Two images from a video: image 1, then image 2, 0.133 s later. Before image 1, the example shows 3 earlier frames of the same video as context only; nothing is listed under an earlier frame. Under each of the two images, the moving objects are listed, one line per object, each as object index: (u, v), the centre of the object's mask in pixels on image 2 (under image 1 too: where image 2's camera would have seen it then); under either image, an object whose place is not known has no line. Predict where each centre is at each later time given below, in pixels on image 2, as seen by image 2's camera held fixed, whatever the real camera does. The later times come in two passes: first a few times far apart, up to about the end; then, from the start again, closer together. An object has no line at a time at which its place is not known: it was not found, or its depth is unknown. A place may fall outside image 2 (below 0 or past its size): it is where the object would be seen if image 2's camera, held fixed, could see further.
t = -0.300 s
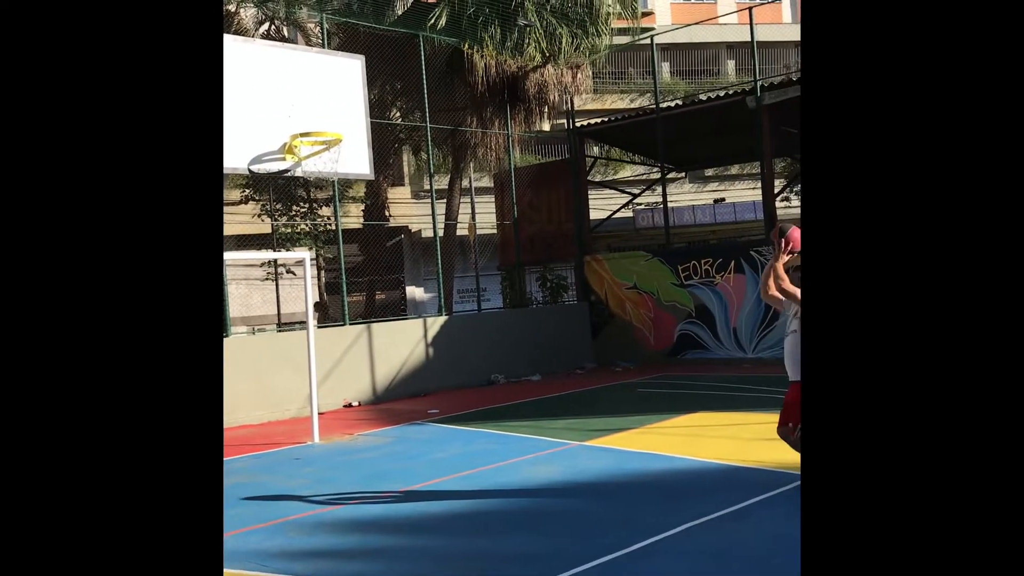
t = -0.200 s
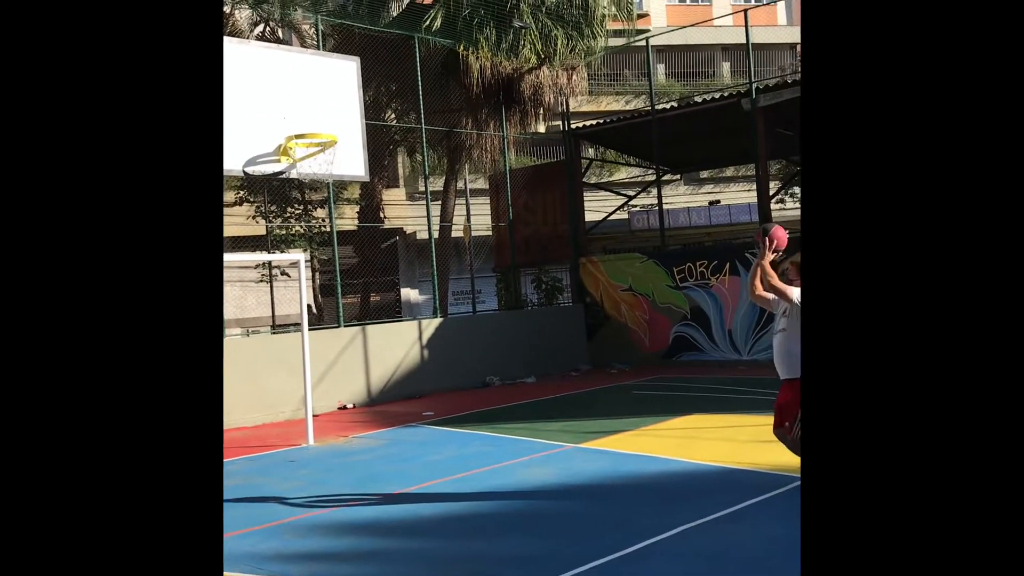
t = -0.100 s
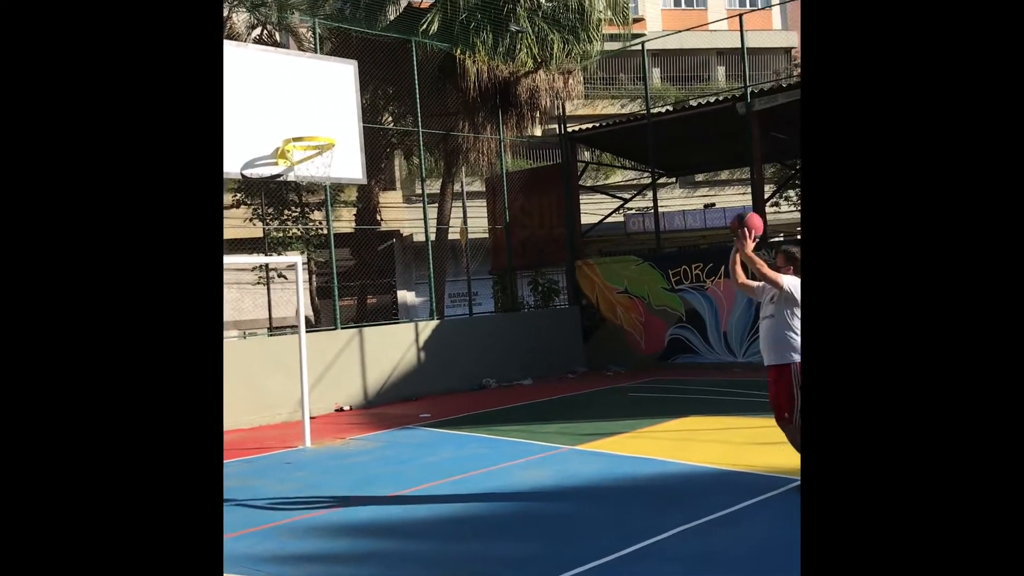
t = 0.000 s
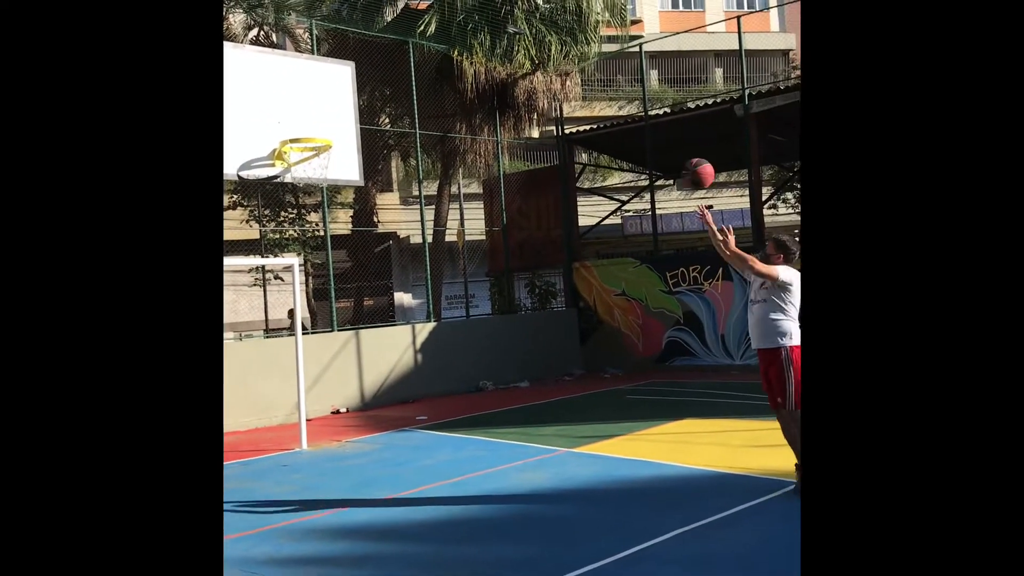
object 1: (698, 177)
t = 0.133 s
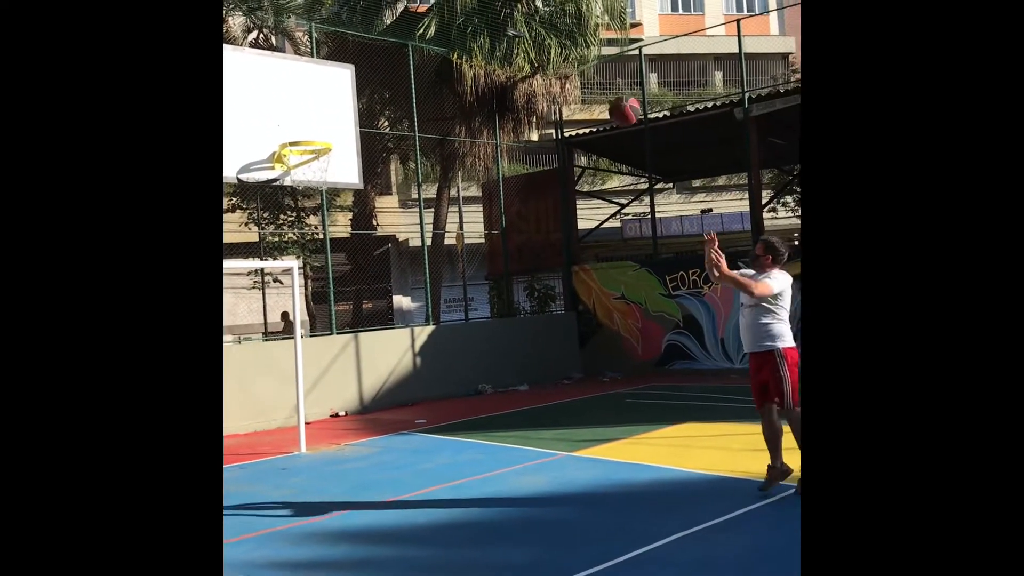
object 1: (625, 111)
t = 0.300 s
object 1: (542, 63)
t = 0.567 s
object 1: (426, 62)
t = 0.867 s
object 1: (320, 125)
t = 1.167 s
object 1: (280, 121)
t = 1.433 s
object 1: (305, 128)
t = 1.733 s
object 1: (318, 132)
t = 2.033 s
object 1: (295, 150)
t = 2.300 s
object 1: (304, 178)
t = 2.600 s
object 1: (325, 277)
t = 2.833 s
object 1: (343, 422)
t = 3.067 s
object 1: (360, 386)
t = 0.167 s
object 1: (607, 100)
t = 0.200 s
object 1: (590, 87)
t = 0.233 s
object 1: (573, 78)
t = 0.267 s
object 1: (557, 70)
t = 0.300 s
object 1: (542, 63)
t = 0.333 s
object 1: (526, 59)
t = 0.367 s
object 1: (511, 54)
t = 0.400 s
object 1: (497, 52)
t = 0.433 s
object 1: (482, 52)
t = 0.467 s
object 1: (468, 52)
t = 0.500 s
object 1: (454, 54)
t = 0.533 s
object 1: (439, 58)
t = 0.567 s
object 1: (426, 62)
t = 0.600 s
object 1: (411, 67)
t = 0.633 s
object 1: (398, 73)
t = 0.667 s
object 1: (385, 81)
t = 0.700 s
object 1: (372, 90)
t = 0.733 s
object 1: (361, 100)
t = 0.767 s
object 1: (348, 111)
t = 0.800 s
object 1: (336, 123)
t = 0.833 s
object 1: (327, 130)
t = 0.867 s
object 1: (320, 125)
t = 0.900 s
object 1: (313, 121)
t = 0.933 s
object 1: (306, 118)
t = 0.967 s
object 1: (300, 117)
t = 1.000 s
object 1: (294, 117)
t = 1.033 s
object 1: (288, 118)
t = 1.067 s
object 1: (282, 120)
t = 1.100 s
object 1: (279, 121)
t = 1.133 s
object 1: (279, 121)
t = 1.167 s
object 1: (280, 121)
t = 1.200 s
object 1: (281, 123)
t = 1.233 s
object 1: (282, 125)
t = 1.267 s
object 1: (283, 129)
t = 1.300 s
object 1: (285, 130)
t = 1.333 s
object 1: (290, 128)
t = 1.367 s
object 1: (295, 128)
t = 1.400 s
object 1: (300, 128)
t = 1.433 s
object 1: (305, 128)
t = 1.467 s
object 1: (310, 130)
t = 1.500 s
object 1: (313, 130)
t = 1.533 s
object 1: (315, 130)
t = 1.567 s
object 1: (318, 131)
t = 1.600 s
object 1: (319, 131)
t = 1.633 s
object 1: (320, 131)
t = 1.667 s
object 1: (319, 131)
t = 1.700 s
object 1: (319, 132)
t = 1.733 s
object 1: (318, 132)
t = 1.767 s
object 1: (316, 132)
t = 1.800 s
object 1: (314, 133)
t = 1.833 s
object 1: (312, 133)
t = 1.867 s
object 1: (309, 134)
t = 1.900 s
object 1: (306, 135)
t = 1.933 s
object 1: (302, 140)
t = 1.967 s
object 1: (298, 141)
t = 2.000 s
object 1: (296, 147)
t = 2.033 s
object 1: (295, 150)
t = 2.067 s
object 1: (295, 155)
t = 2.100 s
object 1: (293, 156)
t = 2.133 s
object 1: (294, 159)
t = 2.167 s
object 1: (295, 163)
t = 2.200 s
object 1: (296, 166)
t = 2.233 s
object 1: (299, 169)
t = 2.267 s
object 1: (301, 173)
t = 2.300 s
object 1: (304, 178)
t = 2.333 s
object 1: (305, 185)
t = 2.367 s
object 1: (308, 192)
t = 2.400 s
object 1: (310, 200)
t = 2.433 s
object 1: (313, 210)
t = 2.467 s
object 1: (314, 221)
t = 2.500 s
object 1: (316, 233)
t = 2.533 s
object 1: (319, 247)
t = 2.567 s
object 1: (322, 262)
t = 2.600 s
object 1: (325, 277)
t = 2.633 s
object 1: (326, 294)
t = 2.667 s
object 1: (331, 312)
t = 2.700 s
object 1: (332, 332)
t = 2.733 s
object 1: (335, 353)
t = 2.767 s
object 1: (337, 375)
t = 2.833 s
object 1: (343, 422)
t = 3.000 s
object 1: (355, 425)
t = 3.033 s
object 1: (357, 404)
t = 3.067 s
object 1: (360, 386)
